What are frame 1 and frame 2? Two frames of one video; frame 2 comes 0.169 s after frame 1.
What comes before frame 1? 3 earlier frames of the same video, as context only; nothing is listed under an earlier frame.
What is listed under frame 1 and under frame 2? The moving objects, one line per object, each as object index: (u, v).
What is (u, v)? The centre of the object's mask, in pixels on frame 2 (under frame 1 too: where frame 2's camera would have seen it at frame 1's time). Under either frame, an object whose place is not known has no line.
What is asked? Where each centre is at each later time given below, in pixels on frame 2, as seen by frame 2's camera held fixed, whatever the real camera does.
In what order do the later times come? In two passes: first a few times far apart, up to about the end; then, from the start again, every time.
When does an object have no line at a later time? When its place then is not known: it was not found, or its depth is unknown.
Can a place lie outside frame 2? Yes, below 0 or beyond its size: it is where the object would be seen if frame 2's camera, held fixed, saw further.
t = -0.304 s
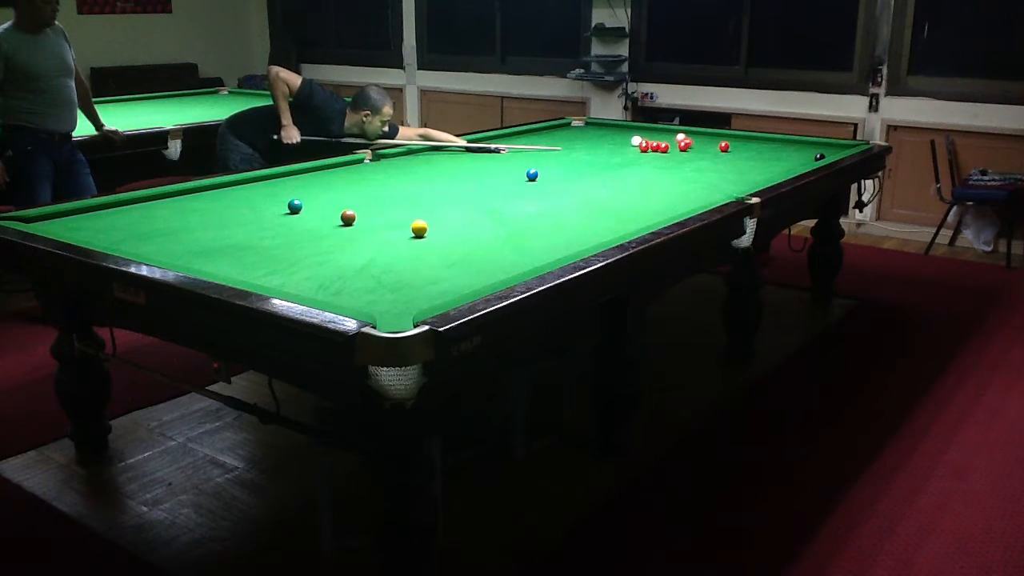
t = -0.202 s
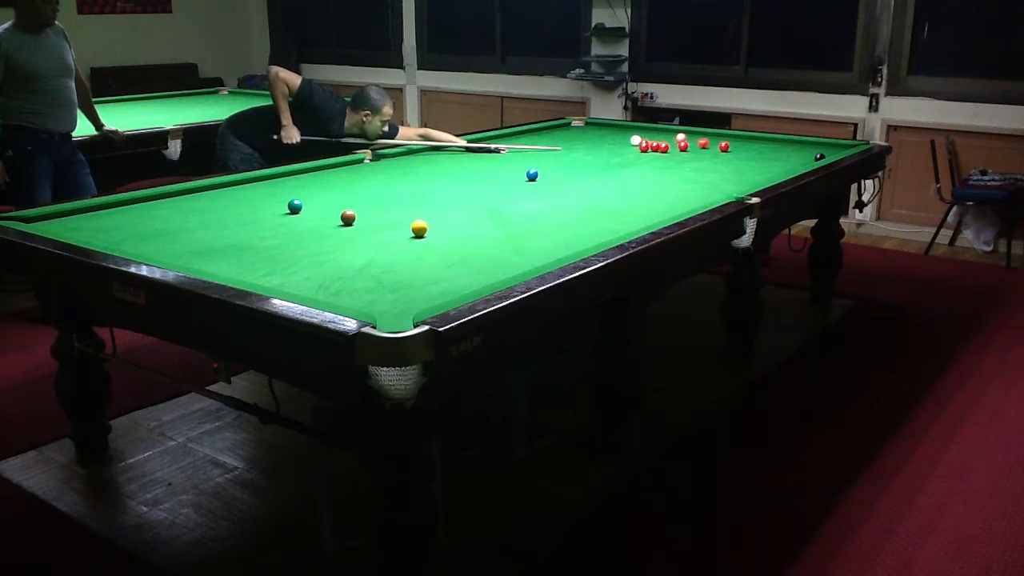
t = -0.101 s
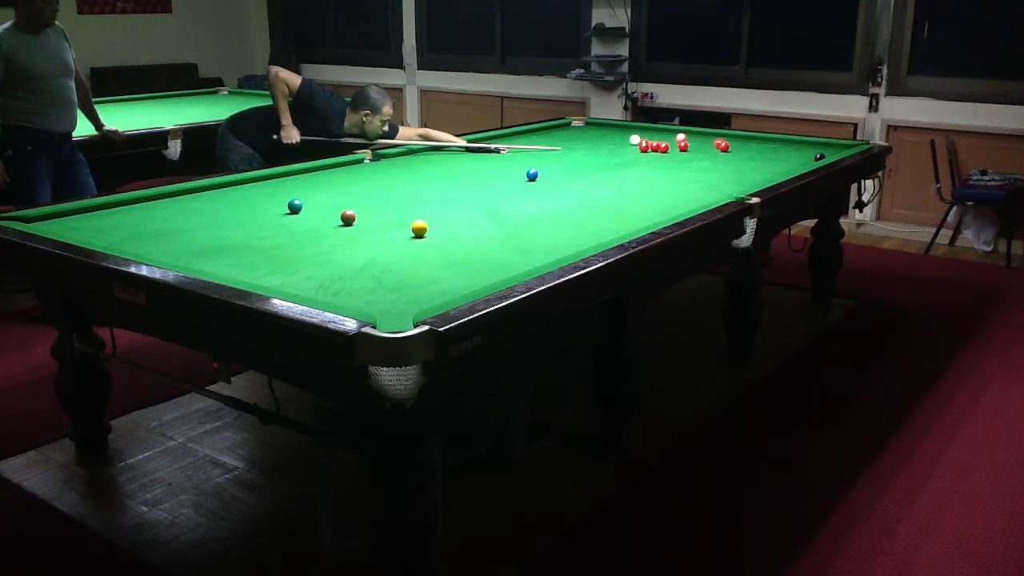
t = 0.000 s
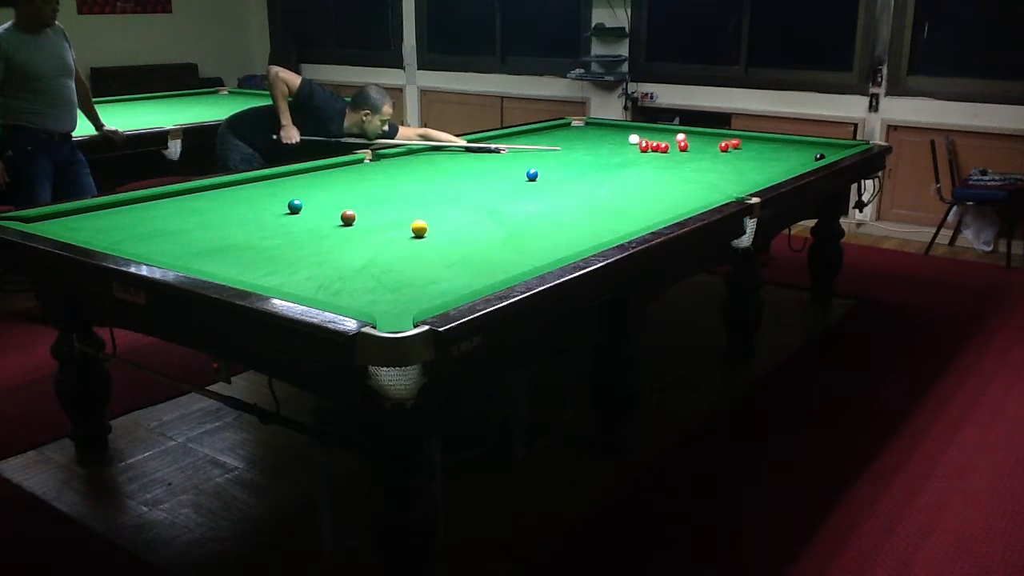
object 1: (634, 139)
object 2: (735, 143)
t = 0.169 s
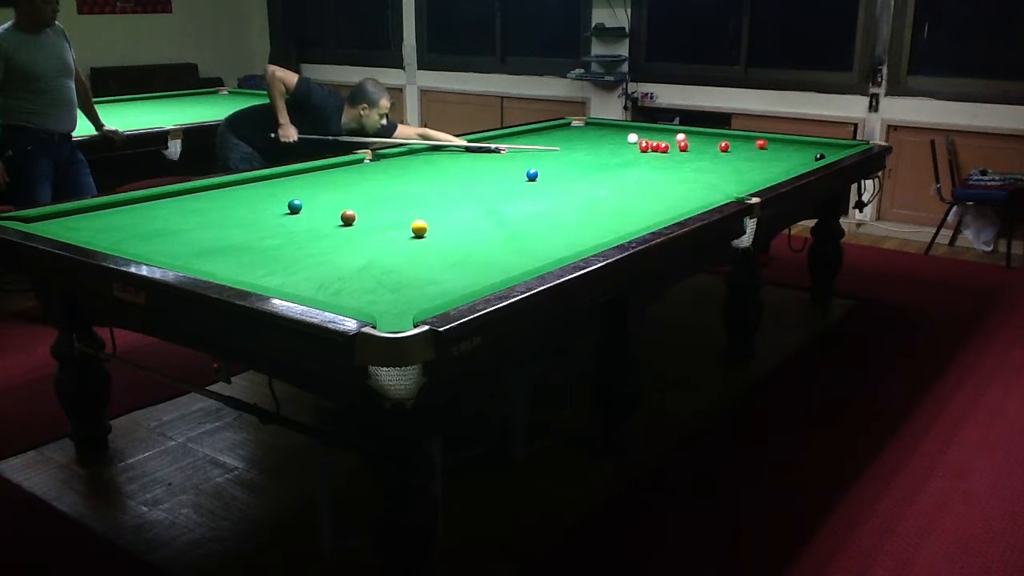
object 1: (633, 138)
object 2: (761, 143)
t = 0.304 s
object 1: (631, 137)
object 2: (782, 144)
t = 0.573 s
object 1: (629, 136)
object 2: (821, 144)
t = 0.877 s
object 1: (627, 135)
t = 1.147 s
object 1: (626, 135)
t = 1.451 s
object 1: (625, 134)
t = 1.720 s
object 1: (624, 134)
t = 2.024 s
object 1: (624, 133)
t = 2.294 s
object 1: (624, 133)
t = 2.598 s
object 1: (624, 133)
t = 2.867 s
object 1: (624, 133)
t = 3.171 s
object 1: (624, 133)
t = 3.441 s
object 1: (624, 133)
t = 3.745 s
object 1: (624, 133)
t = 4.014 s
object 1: (624, 133)
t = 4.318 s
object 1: (624, 133)
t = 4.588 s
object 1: (624, 133)
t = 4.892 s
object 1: (624, 133)
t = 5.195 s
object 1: (624, 133)
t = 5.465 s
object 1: (624, 133)
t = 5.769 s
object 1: (624, 133)
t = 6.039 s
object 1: (624, 133)
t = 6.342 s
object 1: (624, 133)
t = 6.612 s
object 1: (624, 133)
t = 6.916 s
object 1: (624, 133)
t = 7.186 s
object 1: (624, 133)
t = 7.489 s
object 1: (624, 133)
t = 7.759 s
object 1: (624, 133)
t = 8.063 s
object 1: (624, 133)
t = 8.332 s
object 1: (624, 133)
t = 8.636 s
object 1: (624, 133)
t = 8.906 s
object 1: (624, 133)
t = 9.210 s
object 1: (624, 133)
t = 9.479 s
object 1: (624, 133)
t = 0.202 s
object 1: (632, 138)
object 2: (766, 143)
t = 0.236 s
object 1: (632, 138)
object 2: (772, 144)
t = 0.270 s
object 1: (632, 138)
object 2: (777, 144)
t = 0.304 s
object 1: (631, 137)
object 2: (782, 144)
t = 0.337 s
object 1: (631, 137)
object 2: (786, 144)
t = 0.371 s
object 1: (631, 137)
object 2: (792, 144)
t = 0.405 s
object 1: (631, 137)
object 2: (797, 144)
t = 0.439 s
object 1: (630, 137)
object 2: (802, 144)
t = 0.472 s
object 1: (630, 137)
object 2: (807, 144)
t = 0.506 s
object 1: (630, 137)
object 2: (812, 144)
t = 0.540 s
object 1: (630, 136)
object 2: (817, 144)
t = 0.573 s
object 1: (629, 136)
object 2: (821, 144)
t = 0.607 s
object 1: (629, 136)
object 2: (826, 144)
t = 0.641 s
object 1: (629, 136)
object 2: (831, 144)
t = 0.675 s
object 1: (629, 136)
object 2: (836, 144)
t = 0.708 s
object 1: (629, 136)
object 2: (840, 144)
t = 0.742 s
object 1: (628, 136)
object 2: (845, 144)
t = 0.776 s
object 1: (628, 136)
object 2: (850, 144)
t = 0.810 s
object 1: (628, 136)
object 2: (854, 144)
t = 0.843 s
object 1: (628, 135)
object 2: (859, 143)
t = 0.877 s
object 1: (627, 135)
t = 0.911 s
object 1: (627, 135)
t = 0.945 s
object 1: (627, 135)
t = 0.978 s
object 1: (627, 135)
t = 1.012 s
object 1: (627, 135)
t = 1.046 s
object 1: (626, 135)
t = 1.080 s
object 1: (626, 135)
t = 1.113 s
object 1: (626, 135)
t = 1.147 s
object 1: (626, 135)
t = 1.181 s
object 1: (626, 134)
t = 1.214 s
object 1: (626, 134)
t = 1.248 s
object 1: (626, 134)
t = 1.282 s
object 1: (625, 134)
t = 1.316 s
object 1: (625, 134)
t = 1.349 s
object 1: (625, 134)
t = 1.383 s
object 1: (625, 134)
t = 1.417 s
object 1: (625, 134)
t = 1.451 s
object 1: (625, 134)
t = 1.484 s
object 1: (625, 134)
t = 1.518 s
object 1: (625, 134)
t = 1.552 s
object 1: (625, 134)
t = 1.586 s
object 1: (625, 134)
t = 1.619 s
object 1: (625, 134)
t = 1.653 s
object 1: (625, 134)
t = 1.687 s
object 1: (624, 133)
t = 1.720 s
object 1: (624, 134)
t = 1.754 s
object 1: (624, 133)
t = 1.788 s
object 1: (624, 133)
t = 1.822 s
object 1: (624, 133)
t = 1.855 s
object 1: (624, 133)
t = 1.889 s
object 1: (624, 133)
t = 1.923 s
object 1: (624, 133)
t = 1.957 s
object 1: (624, 133)
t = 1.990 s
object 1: (624, 133)
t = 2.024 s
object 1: (624, 133)
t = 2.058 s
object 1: (624, 133)
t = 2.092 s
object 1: (624, 133)
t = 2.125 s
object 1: (624, 133)
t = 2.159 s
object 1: (624, 133)
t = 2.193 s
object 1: (624, 133)
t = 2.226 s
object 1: (624, 133)
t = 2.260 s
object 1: (624, 133)
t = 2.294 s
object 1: (624, 133)
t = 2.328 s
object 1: (624, 133)
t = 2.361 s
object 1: (624, 133)
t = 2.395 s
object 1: (624, 133)
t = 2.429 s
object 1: (624, 133)
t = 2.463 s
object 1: (624, 133)
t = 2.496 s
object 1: (624, 133)
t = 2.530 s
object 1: (624, 133)
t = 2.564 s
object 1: (624, 133)
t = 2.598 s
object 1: (624, 133)
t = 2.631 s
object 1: (624, 133)
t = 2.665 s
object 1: (624, 133)
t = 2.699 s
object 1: (624, 133)
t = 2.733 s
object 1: (624, 133)
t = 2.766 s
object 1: (624, 133)
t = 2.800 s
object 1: (624, 133)
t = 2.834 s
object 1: (624, 133)
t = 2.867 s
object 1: (624, 133)
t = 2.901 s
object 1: (624, 133)
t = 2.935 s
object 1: (624, 133)
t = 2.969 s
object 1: (624, 133)
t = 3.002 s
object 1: (624, 133)
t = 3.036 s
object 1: (624, 133)
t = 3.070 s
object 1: (624, 133)
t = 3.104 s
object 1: (624, 133)
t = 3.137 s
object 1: (624, 133)
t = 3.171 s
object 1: (624, 133)
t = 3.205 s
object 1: (624, 133)
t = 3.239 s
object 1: (624, 133)
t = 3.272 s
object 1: (624, 133)
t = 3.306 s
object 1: (624, 133)
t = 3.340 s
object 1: (624, 133)
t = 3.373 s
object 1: (624, 133)
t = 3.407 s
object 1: (624, 133)
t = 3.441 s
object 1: (624, 133)
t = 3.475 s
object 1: (624, 133)
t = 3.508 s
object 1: (624, 133)
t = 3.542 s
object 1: (624, 133)
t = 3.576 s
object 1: (624, 133)
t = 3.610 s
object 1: (624, 133)
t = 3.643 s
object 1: (624, 133)
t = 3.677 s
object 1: (624, 133)
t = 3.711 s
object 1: (624, 133)
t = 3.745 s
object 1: (624, 133)
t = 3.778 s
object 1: (624, 133)
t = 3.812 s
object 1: (624, 133)
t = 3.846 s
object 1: (624, 133)
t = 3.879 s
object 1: (624, 133)
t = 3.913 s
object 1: (624, 133)
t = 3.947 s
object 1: (624, 133)
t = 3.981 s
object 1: (624, 133)
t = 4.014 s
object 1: (624, 133)
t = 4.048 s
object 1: (624, 133)
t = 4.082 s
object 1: (624, 133)
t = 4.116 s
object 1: (624, 133)
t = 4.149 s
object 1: (624, 133)
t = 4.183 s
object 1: (624, 133)
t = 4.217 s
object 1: (624, 133)
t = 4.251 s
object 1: (624, 133)
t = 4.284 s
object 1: (624, 133)
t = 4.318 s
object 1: (624, 133)
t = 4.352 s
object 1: (624, 133)
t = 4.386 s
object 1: (624, 133)
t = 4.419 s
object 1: (624, 133)
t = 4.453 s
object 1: (624, 133)
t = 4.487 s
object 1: (624, 133)
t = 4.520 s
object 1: (624, 133)
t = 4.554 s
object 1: (624, 133)
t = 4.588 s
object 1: (624, 133)
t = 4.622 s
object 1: (624, 133)
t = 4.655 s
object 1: (624, 133)
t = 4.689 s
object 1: (624, 133)
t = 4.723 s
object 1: (624, 133)
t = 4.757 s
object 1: (624, 133)
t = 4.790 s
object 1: (624, 133)
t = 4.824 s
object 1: (624, 133)
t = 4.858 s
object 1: (624, 133)
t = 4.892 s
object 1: (624, 133)
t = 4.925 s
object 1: (624, 133)
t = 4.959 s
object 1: (624, 133)
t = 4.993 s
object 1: (624, 133)
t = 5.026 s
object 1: (624, 133)
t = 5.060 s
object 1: (624, 133)
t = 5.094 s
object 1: (624, 133)
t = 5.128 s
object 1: (624, 133)
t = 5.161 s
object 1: (624, 133)
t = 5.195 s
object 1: (624, 133)
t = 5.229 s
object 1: (624, 133)
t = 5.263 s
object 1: (624, 133)
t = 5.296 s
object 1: (624, 133)
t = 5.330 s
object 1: (624, 133)
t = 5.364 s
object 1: (624, 133)
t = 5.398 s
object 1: (624, 133)
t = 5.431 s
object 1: (624, 133)
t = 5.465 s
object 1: (624, 133)
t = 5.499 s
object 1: (624, 133)
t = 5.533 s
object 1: (624, 133)
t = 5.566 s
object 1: (624, 133)
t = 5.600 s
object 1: (624, 133)
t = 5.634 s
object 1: (624, 133)
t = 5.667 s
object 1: (624, 133)
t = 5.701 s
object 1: (624, 133)
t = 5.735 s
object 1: (624, 133)
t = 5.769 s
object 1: (624, 133)
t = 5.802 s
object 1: (624, 133)
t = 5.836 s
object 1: (624, 133)
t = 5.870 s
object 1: (624, 133)
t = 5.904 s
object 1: (624, 133)
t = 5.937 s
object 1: (624, 133)
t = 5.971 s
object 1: (624, 133)
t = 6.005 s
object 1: (624, 133)
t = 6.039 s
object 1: (624, 133)
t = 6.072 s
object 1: (624, 133)
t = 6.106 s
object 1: (624, 133)
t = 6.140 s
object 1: (624, 133)
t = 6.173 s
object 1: (624, 133)
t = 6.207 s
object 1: (624, 133)
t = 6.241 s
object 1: (624, 133)
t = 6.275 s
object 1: (624, 133)
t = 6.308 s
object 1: (624, 133)
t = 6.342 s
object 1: (624, 133)
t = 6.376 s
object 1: (624, 133)
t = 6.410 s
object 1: (624, 133)
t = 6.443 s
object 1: (624, 133)
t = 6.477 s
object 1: (624, 133)
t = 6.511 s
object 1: (624, 133)
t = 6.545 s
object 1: (624, 133)
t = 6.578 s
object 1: (624, 133)
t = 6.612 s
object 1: (624, 133)
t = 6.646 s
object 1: (624, 133)
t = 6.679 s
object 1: (624, 133)
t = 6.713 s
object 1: (624, 133)
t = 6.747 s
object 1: (624, 133)
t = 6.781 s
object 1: (624, 133)
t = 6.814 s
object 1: (624, 133)
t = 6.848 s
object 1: (624, 133)
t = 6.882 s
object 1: (624, 133)
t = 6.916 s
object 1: (624, 133)
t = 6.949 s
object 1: (624, 133)
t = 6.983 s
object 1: (624, 133)
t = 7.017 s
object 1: (624, 133)
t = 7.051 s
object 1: (624, 133)
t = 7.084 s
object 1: (624, 133)
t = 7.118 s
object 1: (624, 133)
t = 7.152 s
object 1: (624, 133)
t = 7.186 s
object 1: (624, 133)
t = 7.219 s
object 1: (624, 133)
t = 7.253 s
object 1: (624, 133)
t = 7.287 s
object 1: (624, 133)
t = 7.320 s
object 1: (624, 133)
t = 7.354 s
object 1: (624, 133)
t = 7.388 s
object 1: (624, 133)
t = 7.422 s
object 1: (624, 133)
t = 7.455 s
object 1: (624, 133)
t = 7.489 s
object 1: (624, 133)
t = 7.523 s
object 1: (624, 133)
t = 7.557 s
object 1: (624, 133)
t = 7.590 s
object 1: (624, 133)
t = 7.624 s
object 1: (624, 133)
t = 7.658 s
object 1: (624, 133)
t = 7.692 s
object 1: (624, 133)
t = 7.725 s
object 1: (624, 133)
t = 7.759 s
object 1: (624, 133)
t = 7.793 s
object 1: (624, 133)
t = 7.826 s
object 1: (624, 133)
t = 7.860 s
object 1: (624, 133)
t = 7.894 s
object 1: (624, 133)
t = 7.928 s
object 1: (624, 133)
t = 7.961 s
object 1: (624, 133)
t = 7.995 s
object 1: (624, 133)
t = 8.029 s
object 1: (624, 133)
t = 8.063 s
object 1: (624, 133)
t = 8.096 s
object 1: (624, 133)
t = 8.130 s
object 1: (624, 133)
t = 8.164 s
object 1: (624, 133)
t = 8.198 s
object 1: (624, 133)
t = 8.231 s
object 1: (624, 133)
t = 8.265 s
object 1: (624, 133)
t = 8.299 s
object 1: (624, 133)
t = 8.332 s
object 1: (624, 133)
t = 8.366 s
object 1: (624, 133)
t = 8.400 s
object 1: (624, 133)
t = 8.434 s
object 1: (624, 133)
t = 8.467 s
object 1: (624, 133)
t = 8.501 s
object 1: (624, 133)
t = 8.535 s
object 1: (624, 133)
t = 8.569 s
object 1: (624, 133)
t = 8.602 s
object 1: (624, 133)
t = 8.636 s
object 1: (624, 133)
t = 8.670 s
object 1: (624, 133)
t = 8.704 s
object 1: (624, 133)
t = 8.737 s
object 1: (624, 133)
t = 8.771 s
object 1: (624, 133)
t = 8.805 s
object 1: (624, 133)
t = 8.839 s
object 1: (624, 133)
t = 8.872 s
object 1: (624, 133)
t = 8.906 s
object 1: (624, 133)
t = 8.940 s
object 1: (624, 133)
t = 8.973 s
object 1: (624, 133)
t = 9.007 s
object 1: (624, 133)
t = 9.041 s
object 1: (624, 133)
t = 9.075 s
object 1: (624, 133)
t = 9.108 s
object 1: (624, 133)
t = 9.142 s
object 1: (624, 133)
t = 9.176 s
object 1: (624, 133)
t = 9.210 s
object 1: (624, 133)
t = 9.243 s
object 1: (624, 133)
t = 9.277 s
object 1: (624, 133)
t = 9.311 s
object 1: (624, 133)
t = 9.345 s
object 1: (624, 133)
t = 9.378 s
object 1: (624, 133)
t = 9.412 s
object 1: (624, 133)
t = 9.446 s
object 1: (624, 133)
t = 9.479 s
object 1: (624, 133)
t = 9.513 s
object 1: (624, 133)
